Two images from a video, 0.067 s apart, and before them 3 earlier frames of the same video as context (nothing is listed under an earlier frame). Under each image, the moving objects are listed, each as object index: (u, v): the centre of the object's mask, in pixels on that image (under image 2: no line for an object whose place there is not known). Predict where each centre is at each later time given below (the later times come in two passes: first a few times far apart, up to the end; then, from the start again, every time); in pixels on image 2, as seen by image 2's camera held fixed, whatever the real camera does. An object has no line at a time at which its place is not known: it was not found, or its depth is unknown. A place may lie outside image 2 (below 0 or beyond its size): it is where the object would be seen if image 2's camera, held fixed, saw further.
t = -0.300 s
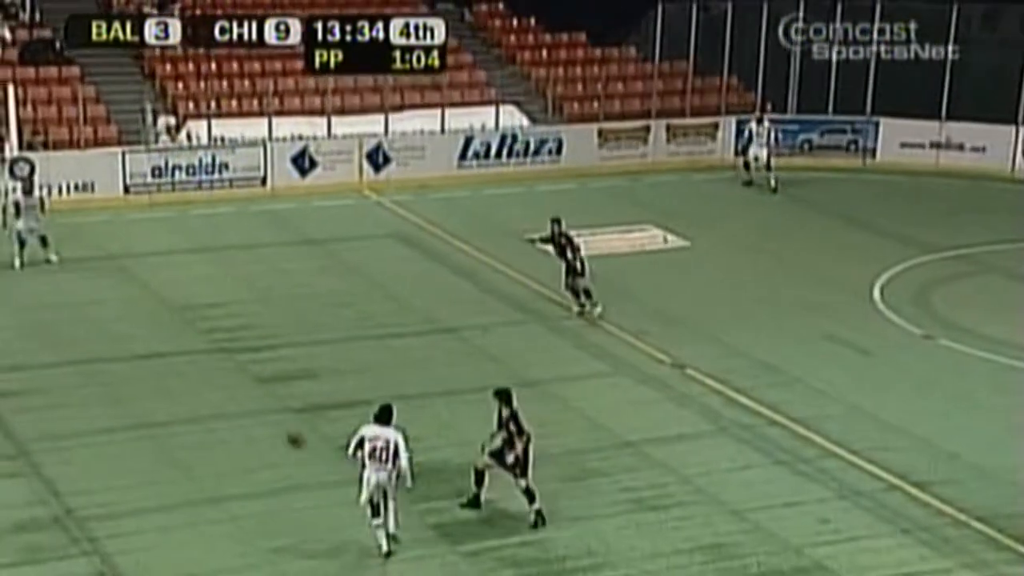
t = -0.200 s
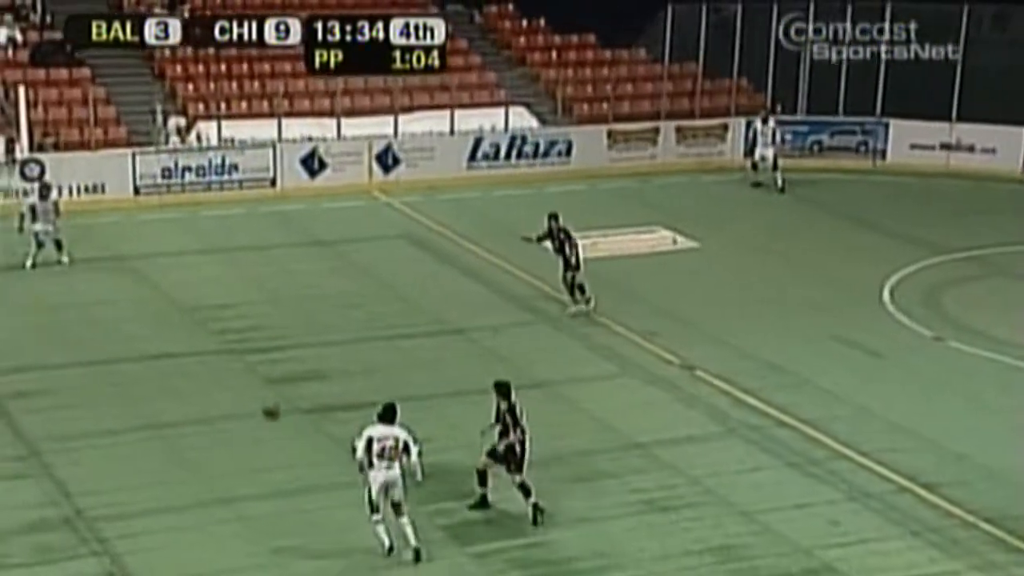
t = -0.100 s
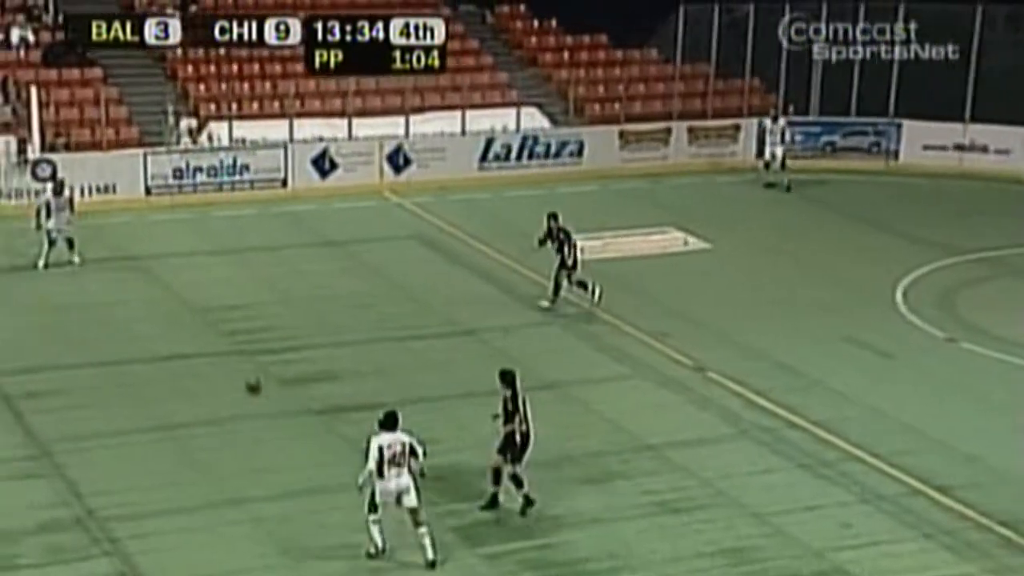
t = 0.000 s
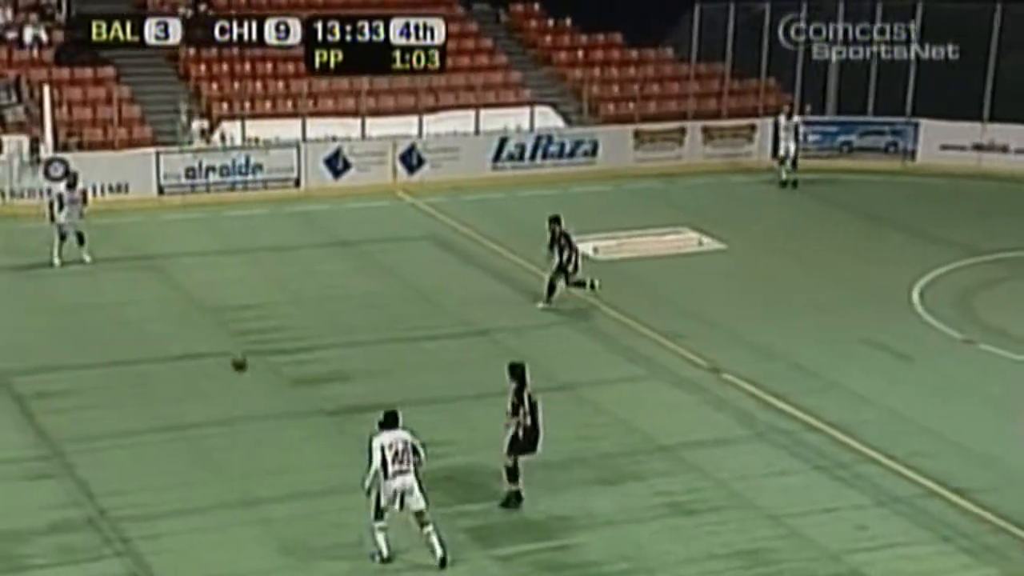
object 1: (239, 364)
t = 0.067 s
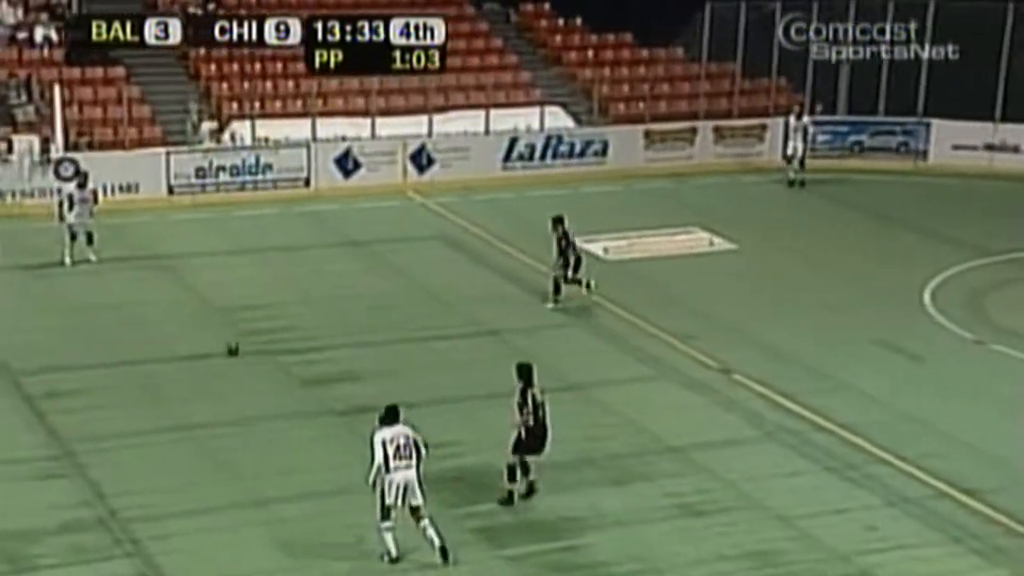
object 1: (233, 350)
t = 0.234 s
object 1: (197, 319)
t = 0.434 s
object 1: (158, 289)
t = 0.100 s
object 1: (225, 343)
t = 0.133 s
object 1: (217, 337)
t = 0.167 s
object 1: (210, 331)
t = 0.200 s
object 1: (203, 325)
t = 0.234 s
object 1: (197, 319)
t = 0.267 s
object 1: (189, 313)
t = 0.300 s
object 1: (183, 308)
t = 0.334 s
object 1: (177, 303)
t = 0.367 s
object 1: (170, 299)
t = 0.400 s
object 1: (164, 293)
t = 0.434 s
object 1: (158, 289)
